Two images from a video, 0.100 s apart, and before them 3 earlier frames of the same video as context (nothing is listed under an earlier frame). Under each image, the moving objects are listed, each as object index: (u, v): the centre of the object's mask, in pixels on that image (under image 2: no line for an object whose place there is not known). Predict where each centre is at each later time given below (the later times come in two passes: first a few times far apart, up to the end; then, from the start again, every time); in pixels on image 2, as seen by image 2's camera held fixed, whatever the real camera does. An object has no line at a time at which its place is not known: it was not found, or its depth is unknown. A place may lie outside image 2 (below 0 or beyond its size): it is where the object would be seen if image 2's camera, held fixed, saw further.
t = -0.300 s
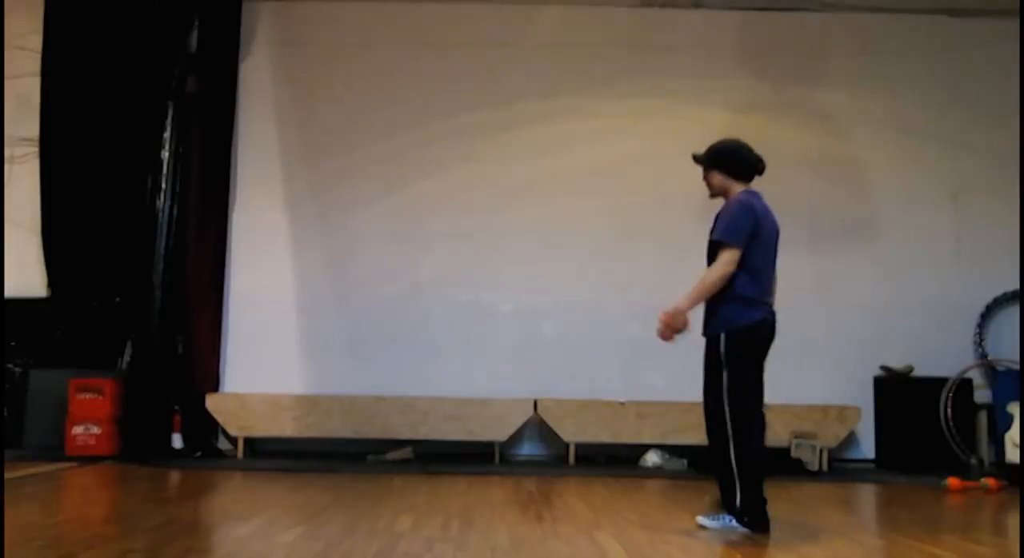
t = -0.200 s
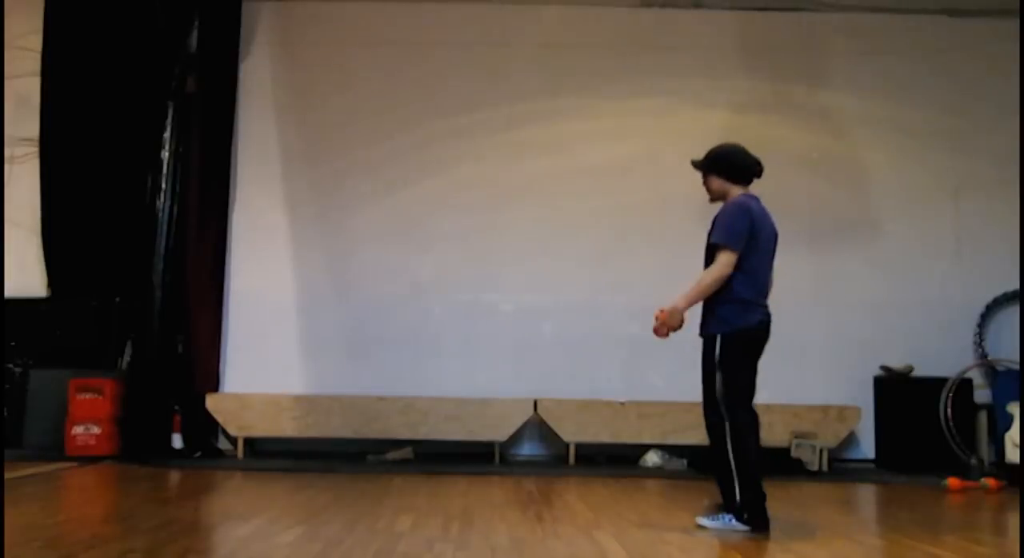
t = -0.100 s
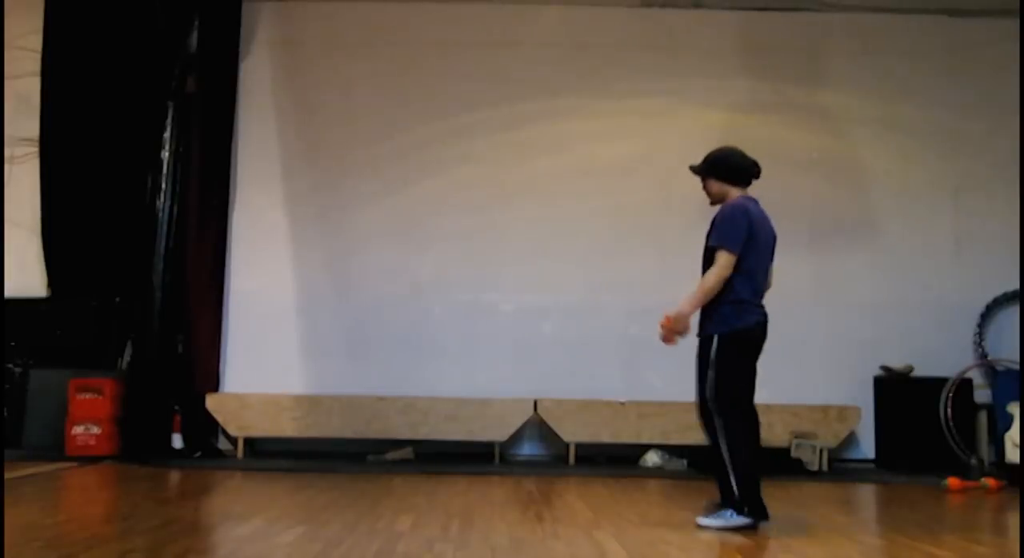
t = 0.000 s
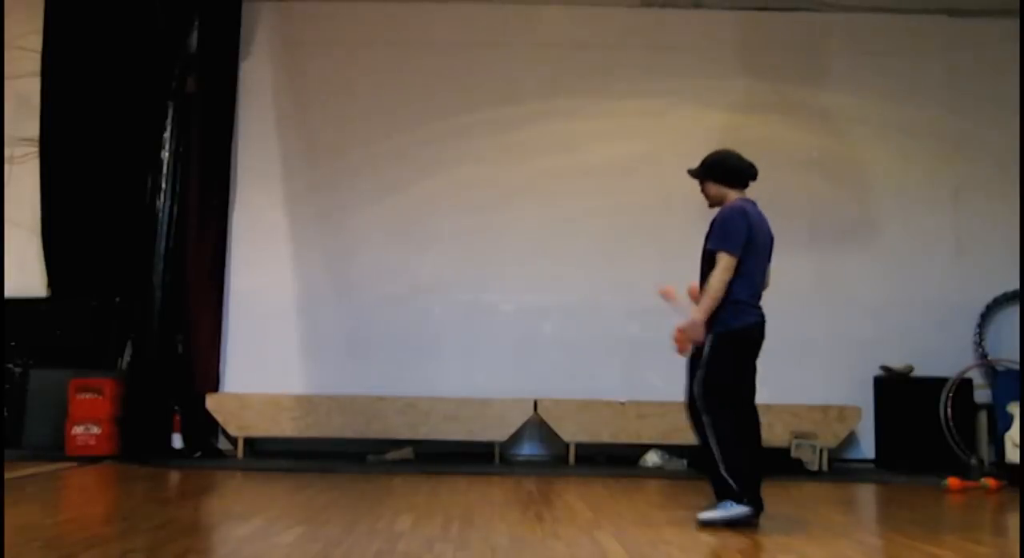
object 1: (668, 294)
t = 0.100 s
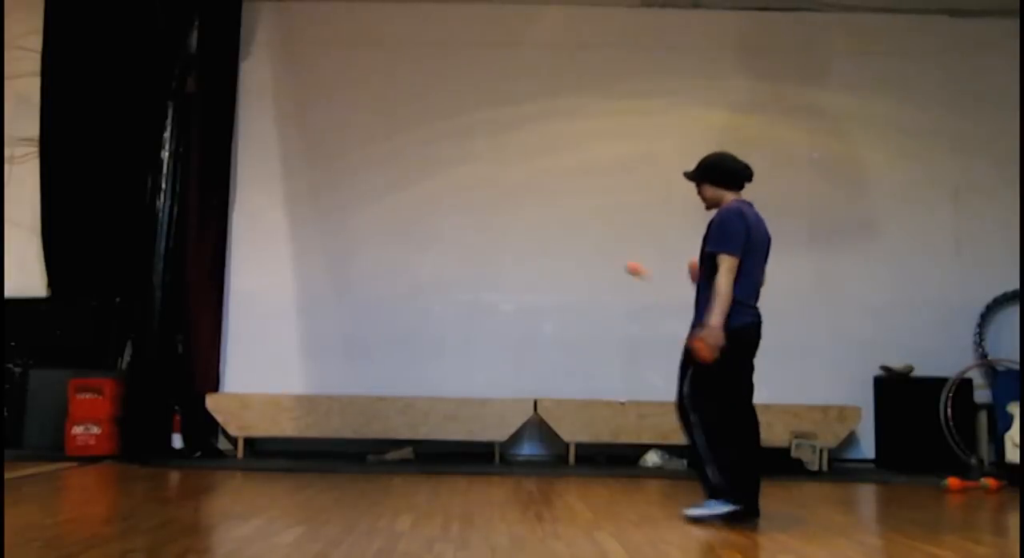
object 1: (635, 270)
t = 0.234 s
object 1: (591, 266)
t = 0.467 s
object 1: (513, 346)
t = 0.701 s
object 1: (443, 488)
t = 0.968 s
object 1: (414, 493)
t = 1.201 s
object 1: (397, 492)
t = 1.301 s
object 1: (394, 491)
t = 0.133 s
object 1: (624, 266)
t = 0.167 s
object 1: (613, 264)
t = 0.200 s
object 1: (603, 264)
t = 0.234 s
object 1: (591, 266)
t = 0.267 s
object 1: (580, 272)
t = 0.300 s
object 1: (568, 278)
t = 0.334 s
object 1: (558, 286)
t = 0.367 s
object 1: (547, 298)
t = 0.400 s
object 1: (536, 311)
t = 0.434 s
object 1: (524, 329)
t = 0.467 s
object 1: (513, 346)
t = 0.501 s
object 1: (502, 365)
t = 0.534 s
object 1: (492, 387)
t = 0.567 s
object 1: (481, 410)
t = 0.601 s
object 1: (467, 445)
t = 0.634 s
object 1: (460, 459)
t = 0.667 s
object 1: (447, 492)
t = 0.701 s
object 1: (443, 488)
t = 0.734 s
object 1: (440, 484)
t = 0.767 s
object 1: (436, 480)
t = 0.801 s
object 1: (433, 480)
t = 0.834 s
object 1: (429, 481)
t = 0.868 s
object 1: (425, 486)
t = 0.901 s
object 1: (421, 491)
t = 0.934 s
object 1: (417, 492)
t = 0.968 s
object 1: (414, 493)
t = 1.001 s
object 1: (411, 492)
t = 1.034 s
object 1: (408, 492)
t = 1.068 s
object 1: (405, 492)
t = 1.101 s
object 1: (403, 492)
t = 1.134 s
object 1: (401, 492)
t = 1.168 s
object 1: (399, 492)
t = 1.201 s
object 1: (397, 492)
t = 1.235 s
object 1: (397, 491)
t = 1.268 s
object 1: (395, 491)
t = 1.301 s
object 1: (394, 491)
